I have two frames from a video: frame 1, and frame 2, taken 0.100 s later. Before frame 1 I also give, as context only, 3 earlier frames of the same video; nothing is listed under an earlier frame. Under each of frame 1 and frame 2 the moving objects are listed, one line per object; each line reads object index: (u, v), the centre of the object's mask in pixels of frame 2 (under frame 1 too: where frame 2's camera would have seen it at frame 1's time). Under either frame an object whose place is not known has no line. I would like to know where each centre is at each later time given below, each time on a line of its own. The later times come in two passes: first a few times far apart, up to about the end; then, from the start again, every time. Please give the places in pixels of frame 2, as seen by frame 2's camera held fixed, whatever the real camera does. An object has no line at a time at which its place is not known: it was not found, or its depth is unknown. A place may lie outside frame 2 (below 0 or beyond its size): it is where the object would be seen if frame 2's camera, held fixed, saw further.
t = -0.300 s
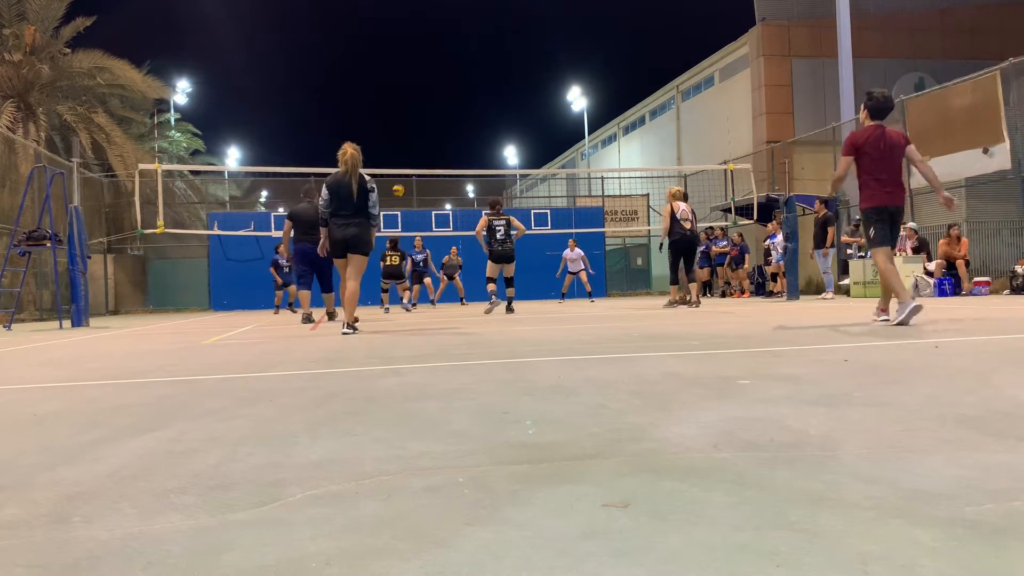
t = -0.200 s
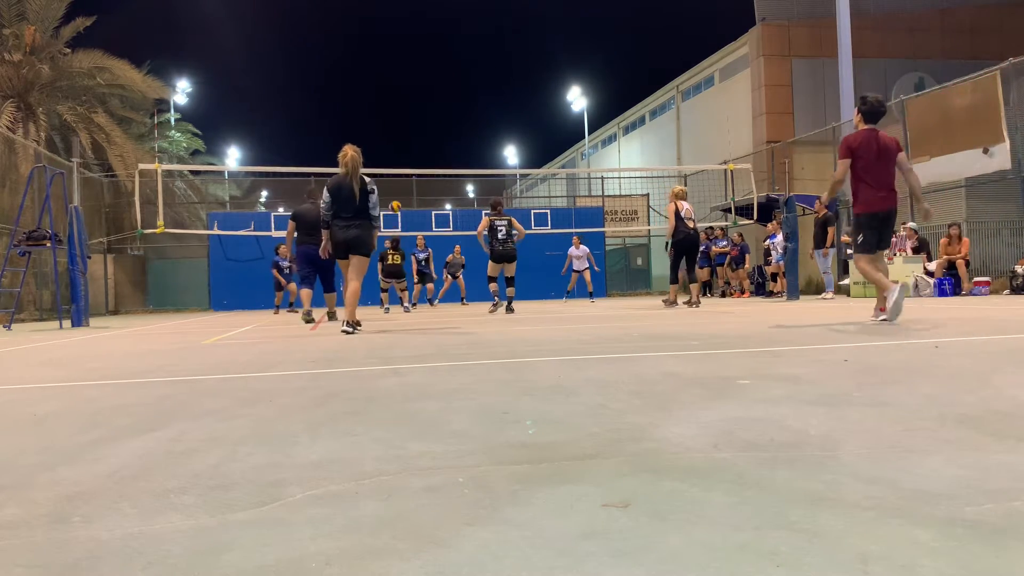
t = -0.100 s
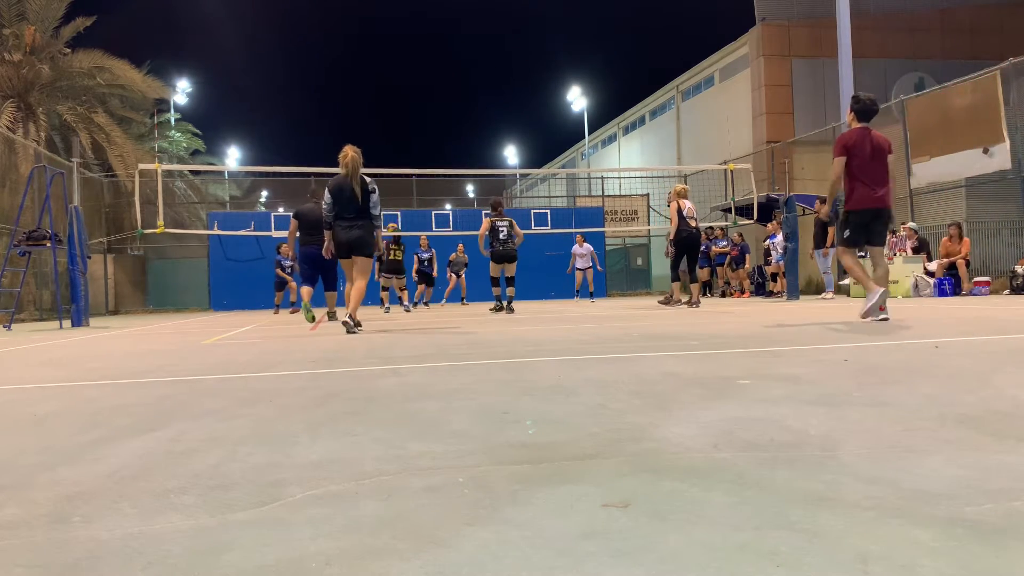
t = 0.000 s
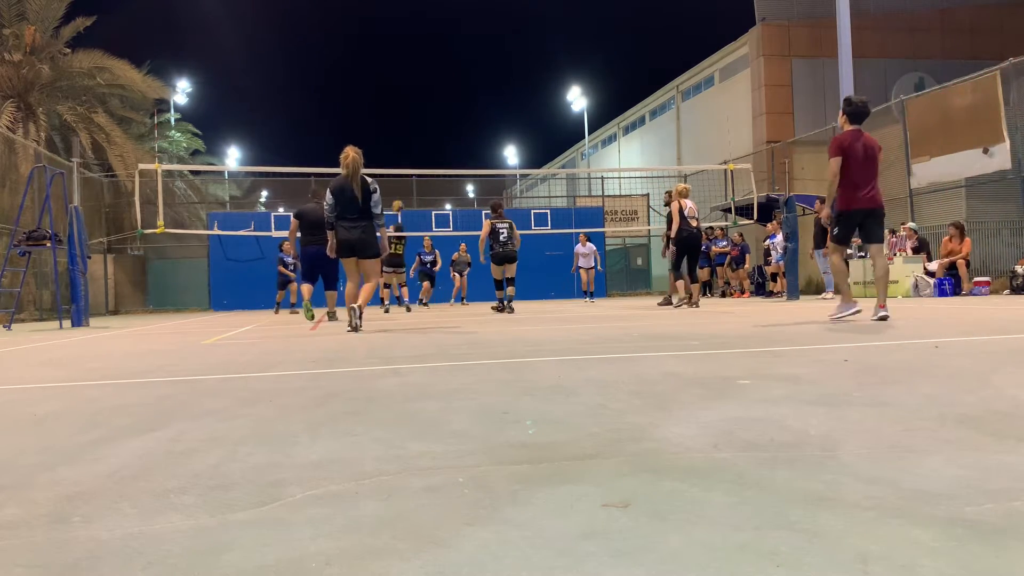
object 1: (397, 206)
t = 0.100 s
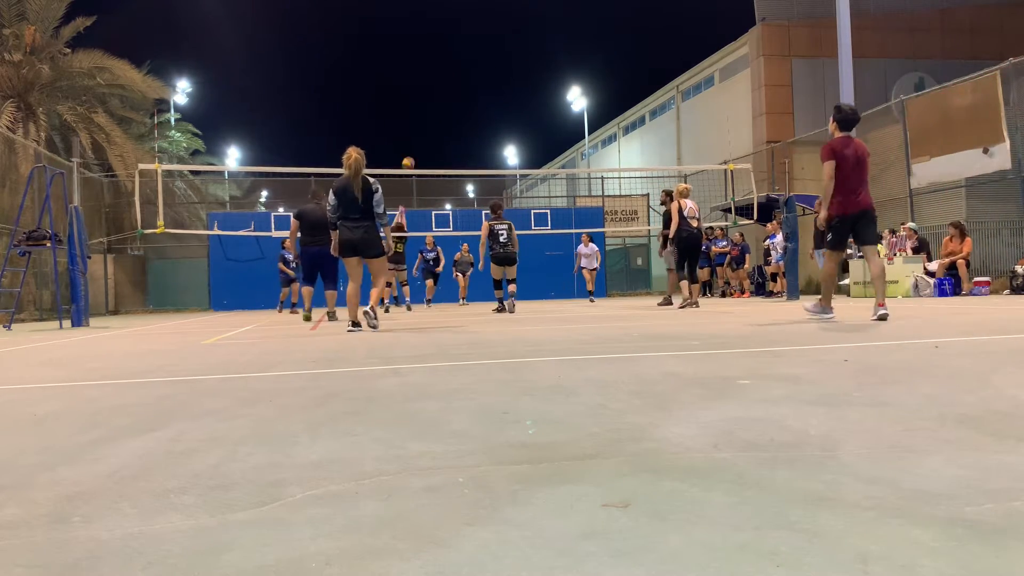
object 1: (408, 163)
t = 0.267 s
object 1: (424, 105)
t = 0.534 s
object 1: (449, 45)
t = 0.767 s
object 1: (471, 25)
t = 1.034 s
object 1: (495, 37)
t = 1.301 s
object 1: (519, 86)
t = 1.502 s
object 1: (536, 144)
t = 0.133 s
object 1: (411, 151)
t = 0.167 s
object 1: (415, 138)
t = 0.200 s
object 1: (418, 127)
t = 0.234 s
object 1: (421, 116)
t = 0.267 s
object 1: (424, 105)
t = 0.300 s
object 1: (427, 95)
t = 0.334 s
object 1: (430, 86)
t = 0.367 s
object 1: (433, 78)
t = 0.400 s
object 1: (436, 70)
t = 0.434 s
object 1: (440, 63)
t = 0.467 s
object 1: (443, 56)
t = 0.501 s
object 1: (446, 51)
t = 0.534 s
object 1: (449, 45)
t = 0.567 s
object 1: (452, 40)
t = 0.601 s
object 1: (455, 36)
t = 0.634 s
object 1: (458, 33)
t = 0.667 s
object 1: (461, 30)
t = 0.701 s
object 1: (464, 28)
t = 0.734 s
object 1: (467, 26)
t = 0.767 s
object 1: (471, 25)
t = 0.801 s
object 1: (474, 24)
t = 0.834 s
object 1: (477, 24)
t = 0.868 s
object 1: (480, 25)
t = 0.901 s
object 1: (483, 26)
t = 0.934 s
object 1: (486, 28)
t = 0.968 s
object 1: (489, 31)
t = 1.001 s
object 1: (492, 34)
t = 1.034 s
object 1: (495, 37)
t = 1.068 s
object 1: (498, 42)
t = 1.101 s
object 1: (501, 46)
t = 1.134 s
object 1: (504, 52)
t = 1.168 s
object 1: (507, 58)
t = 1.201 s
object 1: (510, 64)
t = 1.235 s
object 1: (513, 71)
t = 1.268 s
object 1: (516, 78)
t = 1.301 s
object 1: (519, 86)
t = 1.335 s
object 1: (522, 94)
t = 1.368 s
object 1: (525, 103)
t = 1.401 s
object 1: (528, 113)
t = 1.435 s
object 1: (531, 123)
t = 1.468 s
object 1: (533, 133)
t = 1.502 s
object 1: (536, 144)
